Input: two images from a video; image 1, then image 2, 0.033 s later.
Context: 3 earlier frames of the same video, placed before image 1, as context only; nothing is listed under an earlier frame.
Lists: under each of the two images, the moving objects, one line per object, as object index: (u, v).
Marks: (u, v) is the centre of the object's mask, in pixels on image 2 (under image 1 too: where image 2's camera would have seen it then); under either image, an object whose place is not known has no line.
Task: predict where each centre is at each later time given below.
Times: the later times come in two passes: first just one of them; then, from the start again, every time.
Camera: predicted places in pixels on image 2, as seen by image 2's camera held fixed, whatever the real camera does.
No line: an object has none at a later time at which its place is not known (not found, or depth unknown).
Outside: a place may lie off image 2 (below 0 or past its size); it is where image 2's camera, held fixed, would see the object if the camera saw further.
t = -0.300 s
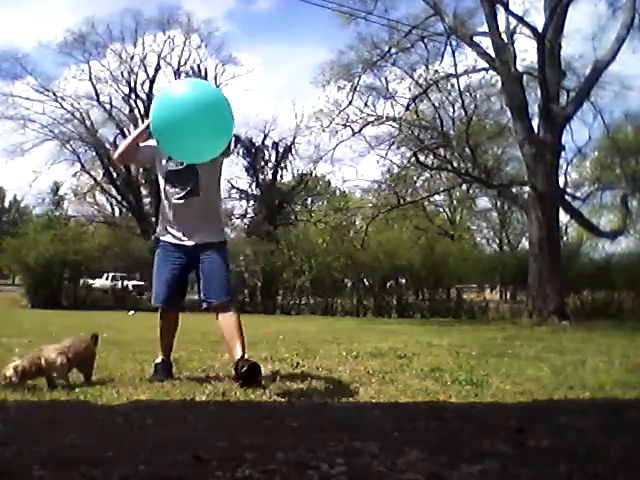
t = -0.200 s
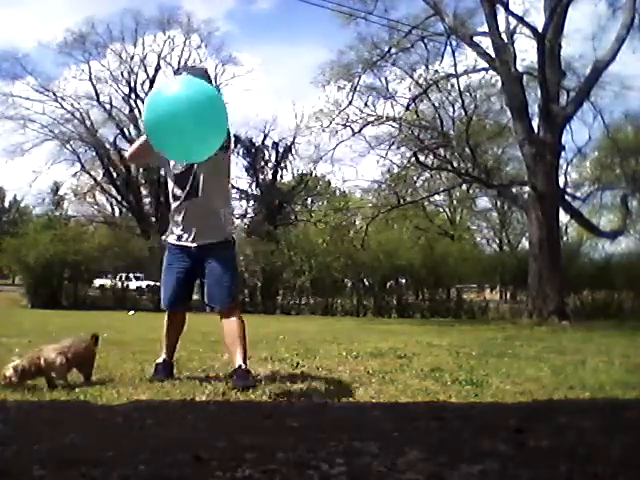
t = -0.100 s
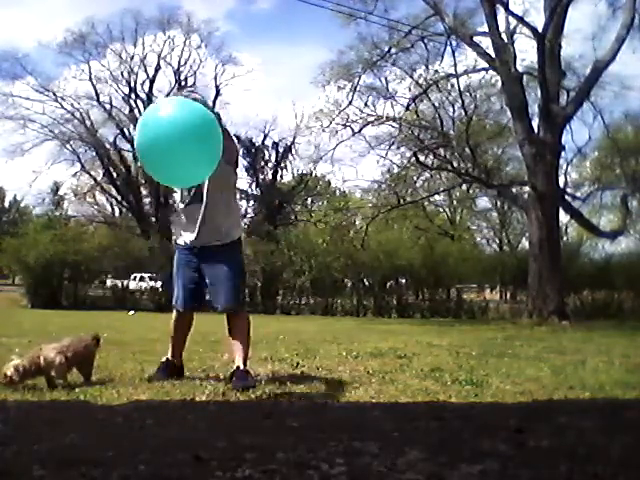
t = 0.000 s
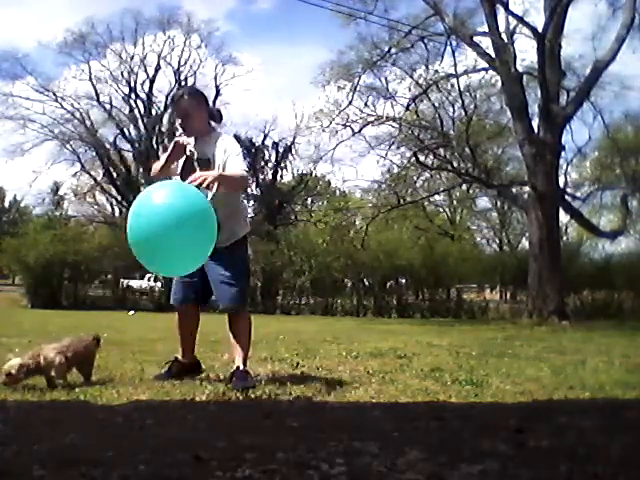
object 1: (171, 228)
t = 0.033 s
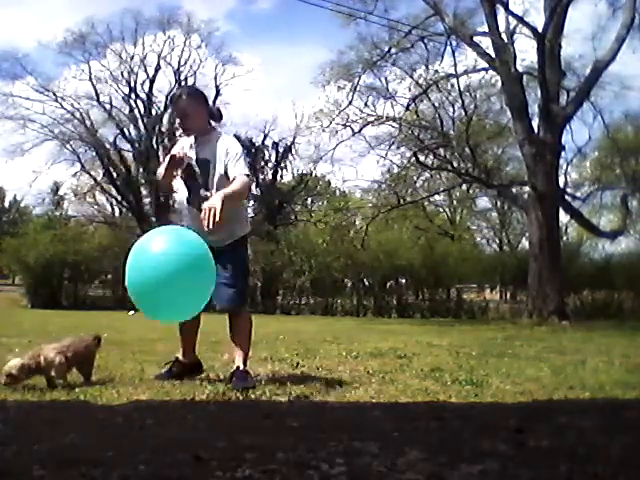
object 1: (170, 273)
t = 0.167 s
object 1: (180, 319)
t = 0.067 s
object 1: (168, 322)
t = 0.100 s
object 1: (167, 365)
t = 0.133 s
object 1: (172, 351)
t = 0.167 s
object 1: (180, 319)
